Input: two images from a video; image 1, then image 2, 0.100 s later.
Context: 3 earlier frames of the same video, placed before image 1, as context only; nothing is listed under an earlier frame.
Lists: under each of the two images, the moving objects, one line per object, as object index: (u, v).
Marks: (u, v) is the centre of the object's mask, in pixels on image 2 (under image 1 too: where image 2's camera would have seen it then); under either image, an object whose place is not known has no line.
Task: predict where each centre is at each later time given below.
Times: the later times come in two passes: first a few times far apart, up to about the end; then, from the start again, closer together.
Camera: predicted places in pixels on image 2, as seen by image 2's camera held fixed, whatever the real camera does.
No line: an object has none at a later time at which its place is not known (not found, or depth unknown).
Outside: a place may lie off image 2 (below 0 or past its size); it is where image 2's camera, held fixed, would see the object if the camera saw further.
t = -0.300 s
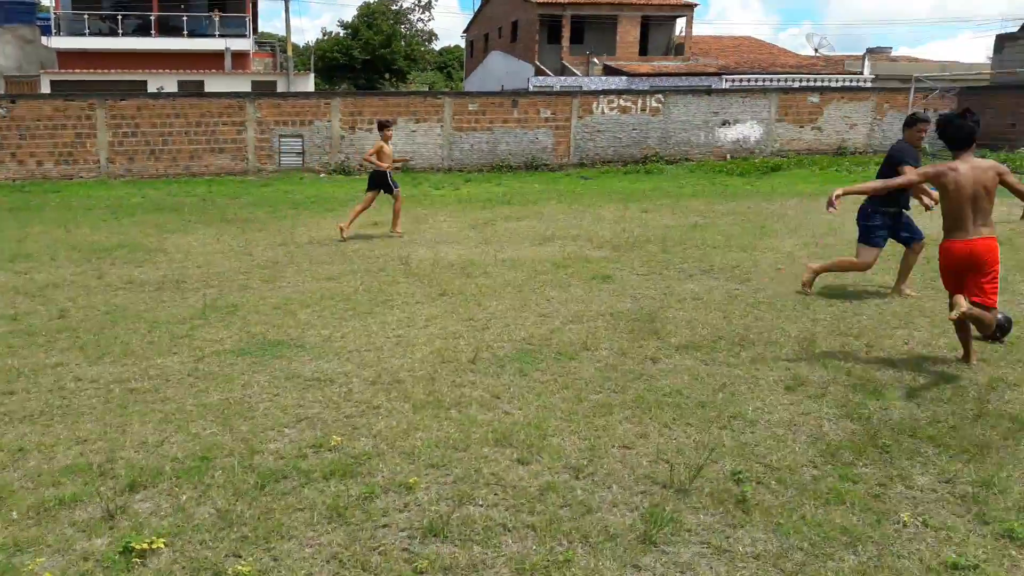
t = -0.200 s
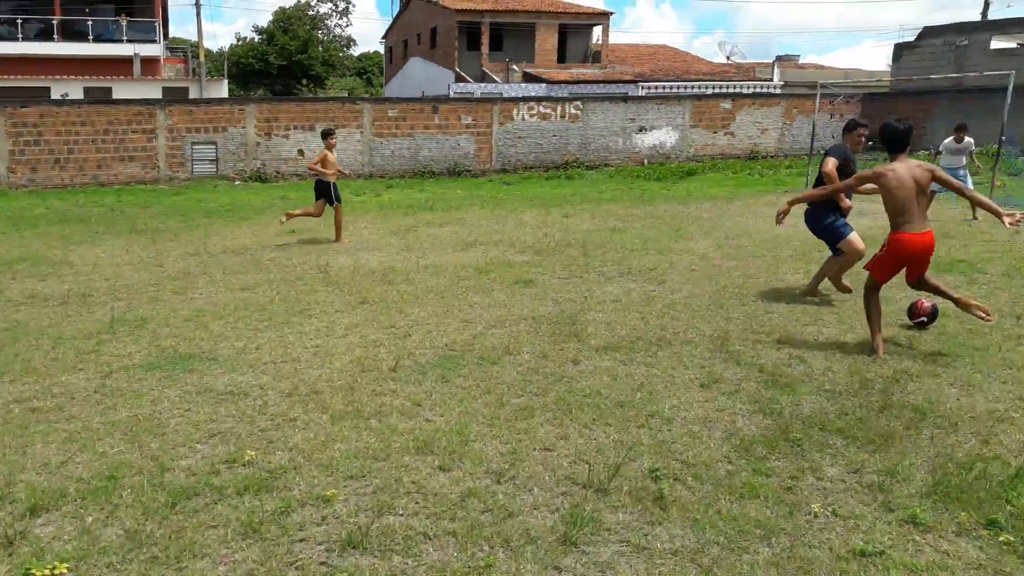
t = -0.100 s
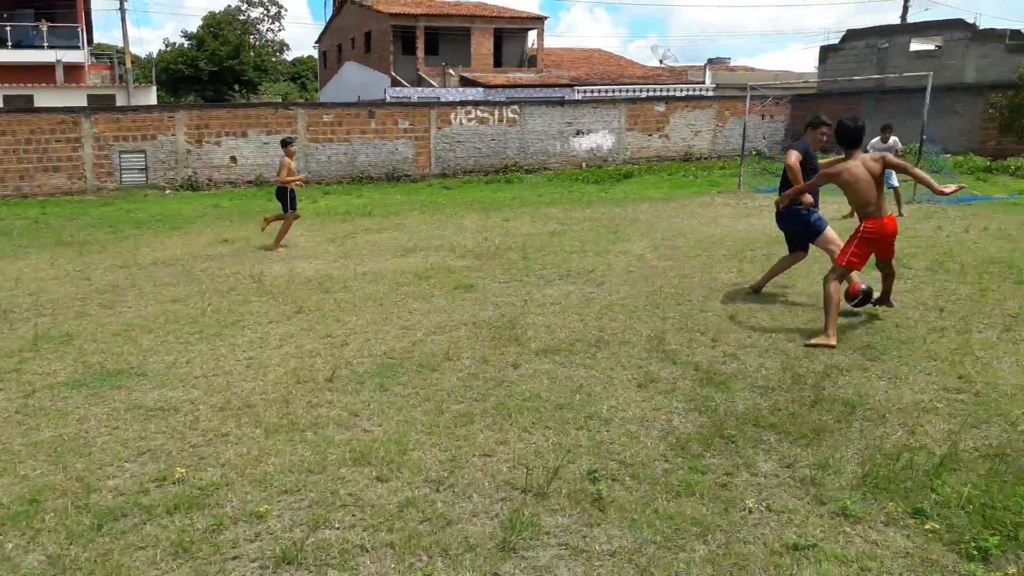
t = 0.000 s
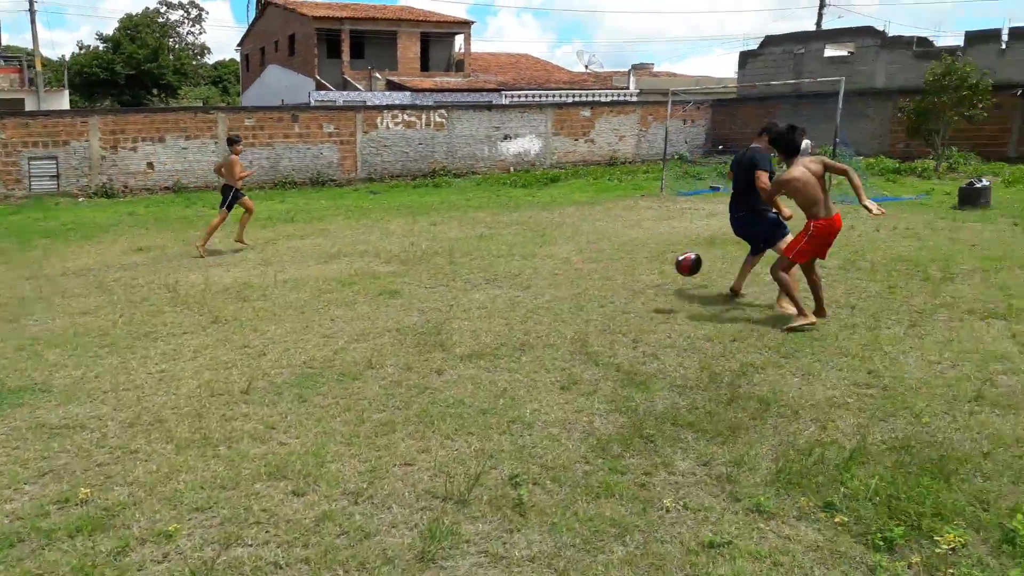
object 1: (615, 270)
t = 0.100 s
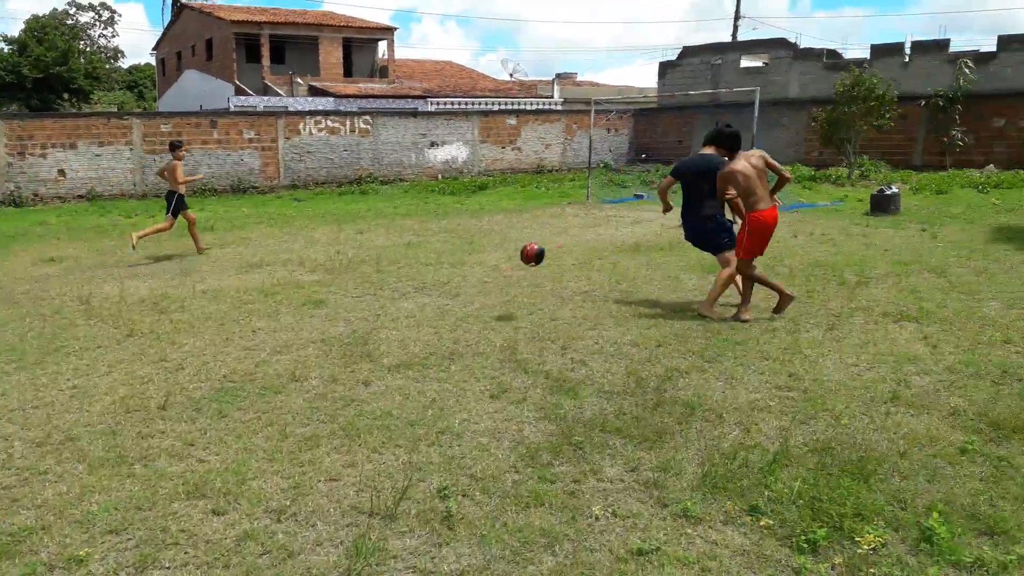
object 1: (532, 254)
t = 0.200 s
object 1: (452, 249)
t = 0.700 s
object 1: (139, 277)
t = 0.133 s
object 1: (505, 252)
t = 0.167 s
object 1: (479, 250)
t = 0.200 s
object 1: (452, 249)
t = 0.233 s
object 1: (425, 250)
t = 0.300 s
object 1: (370, 256)
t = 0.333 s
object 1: (345, 261)
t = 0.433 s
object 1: (270, 284)
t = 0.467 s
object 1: (246, 293)
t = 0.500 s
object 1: (223, 305)
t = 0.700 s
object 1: (139, 277)
